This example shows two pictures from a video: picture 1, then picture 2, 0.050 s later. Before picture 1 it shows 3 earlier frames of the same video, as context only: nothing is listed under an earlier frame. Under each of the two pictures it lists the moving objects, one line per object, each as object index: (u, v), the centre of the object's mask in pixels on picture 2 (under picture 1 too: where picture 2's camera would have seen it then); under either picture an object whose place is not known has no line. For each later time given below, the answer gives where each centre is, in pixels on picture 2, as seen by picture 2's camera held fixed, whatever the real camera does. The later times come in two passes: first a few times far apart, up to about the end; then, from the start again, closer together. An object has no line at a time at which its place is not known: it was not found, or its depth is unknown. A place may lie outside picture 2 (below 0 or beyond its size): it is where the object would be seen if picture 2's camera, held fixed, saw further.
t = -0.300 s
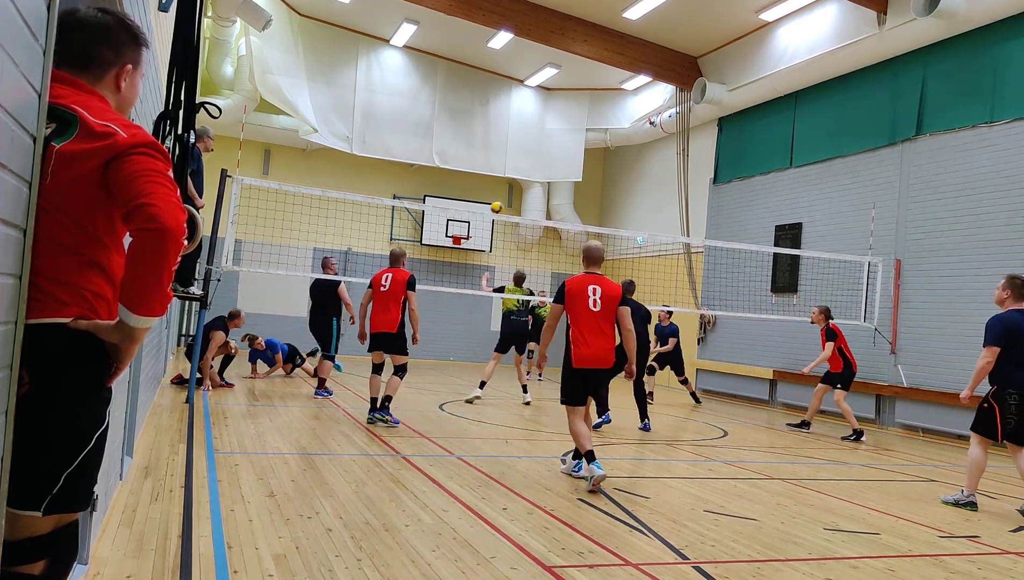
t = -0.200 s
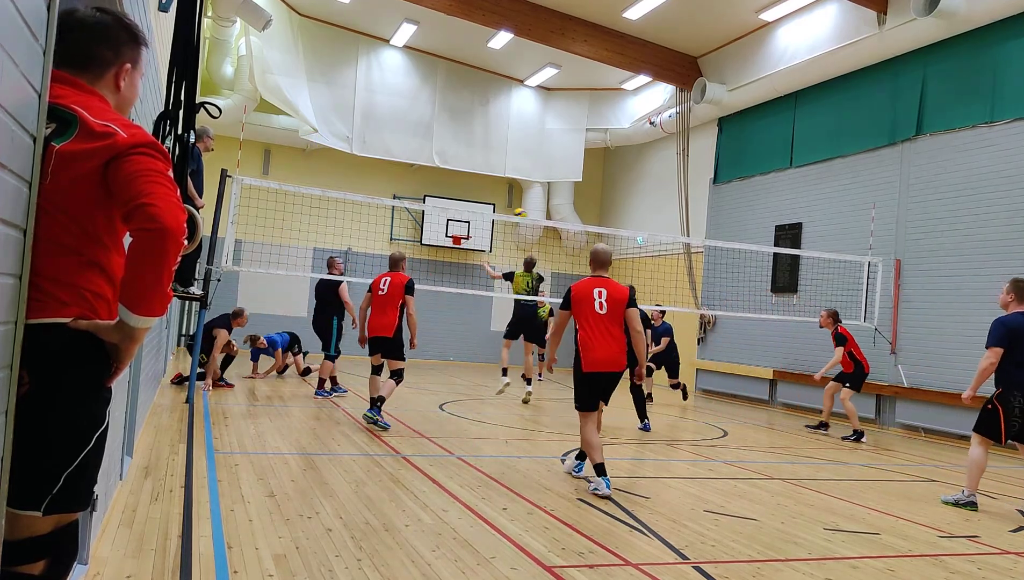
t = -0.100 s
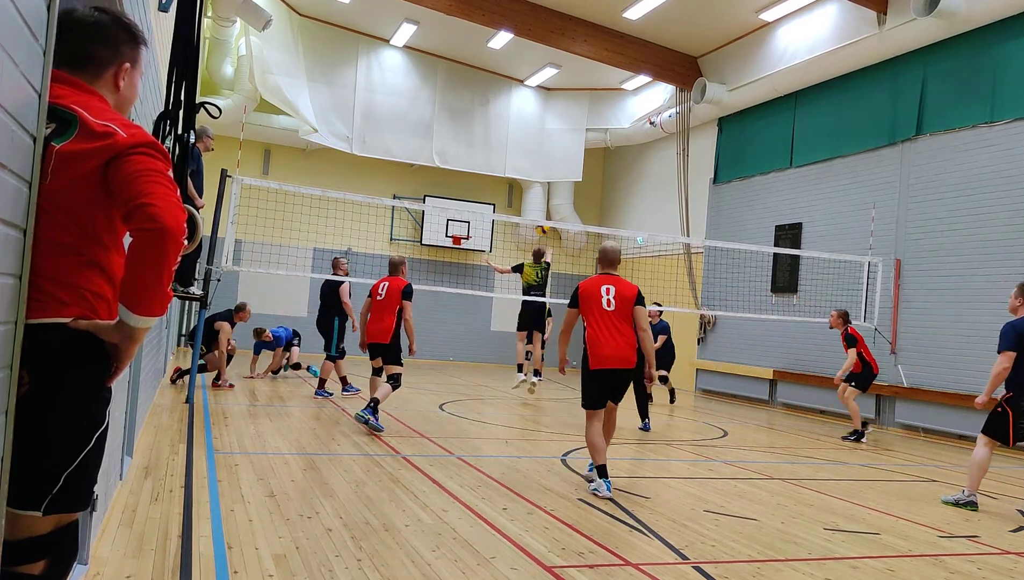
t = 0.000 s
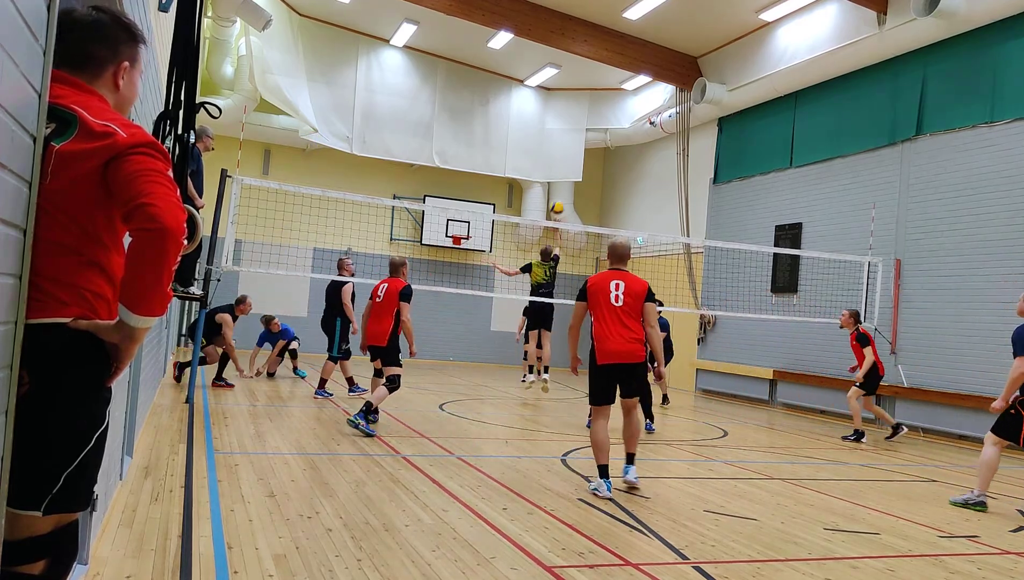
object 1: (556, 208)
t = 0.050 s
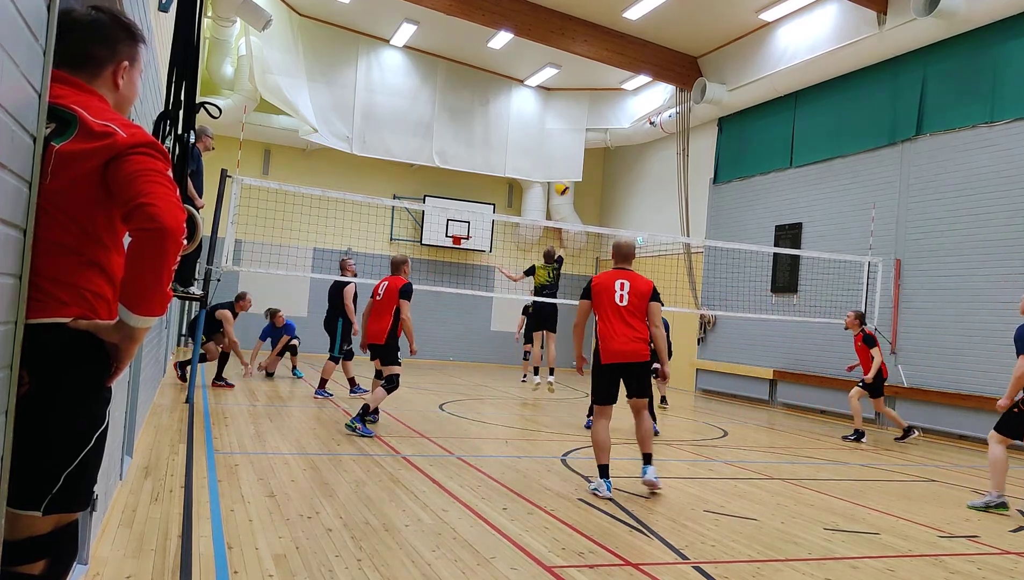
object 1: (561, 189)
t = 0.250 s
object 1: (584, 120)
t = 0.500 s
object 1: (616, 63)
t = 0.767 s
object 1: (656, 55)
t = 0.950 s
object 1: (690, 97)
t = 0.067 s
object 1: (563, 183)
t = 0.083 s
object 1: (565, 177)
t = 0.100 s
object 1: (568, 170)
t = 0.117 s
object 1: (569, 164)
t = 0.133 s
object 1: (571, 158)
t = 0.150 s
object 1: (573, 152)
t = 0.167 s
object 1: (575, 147)
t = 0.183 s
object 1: (577, 141)
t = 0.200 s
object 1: (579, 135)
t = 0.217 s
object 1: (580, 130)
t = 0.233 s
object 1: (582, 125)
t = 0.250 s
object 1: (584, 120)
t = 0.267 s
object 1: (586, 115)
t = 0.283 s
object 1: (588, 110)
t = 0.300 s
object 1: (591, 105)
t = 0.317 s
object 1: (592, 101)
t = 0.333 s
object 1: (594, 96)
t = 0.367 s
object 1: (598, 89)
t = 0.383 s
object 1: (601, 85)
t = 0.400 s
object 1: (603, 81)
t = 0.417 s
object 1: (605, 78)
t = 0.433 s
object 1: (607, 74)
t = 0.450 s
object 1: (609, 71)
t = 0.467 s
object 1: (612, 68)
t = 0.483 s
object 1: (614, 65)
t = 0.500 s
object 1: (616, 63)
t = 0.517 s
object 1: (618, 60)
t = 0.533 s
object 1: (621, 58)
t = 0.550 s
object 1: (623, 56)
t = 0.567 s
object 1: (625, 54)
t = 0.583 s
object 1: (628, 53)
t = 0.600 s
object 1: (630, 52)
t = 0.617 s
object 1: (632, 51)
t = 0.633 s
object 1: (635, 50)
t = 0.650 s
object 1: (637, 50)
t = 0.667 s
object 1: (640, 50)
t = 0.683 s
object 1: (642, 50)
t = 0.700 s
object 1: (645, 50)
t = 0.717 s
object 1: (647, 51)
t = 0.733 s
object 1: (650, 52)
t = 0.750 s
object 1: (653, 53)
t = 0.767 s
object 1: (656, 55)
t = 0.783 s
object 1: (658, 57)
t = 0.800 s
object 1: (661, 59)
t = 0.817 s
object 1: (664, 61)
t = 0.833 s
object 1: (667, 65)
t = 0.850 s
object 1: (670, 68)
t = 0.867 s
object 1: (673, 72)
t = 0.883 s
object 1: (677, 76)
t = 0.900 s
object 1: (680, 81)
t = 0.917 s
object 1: (683, 86)
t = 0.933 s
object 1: (686, 91)
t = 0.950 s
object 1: (690, 97)
